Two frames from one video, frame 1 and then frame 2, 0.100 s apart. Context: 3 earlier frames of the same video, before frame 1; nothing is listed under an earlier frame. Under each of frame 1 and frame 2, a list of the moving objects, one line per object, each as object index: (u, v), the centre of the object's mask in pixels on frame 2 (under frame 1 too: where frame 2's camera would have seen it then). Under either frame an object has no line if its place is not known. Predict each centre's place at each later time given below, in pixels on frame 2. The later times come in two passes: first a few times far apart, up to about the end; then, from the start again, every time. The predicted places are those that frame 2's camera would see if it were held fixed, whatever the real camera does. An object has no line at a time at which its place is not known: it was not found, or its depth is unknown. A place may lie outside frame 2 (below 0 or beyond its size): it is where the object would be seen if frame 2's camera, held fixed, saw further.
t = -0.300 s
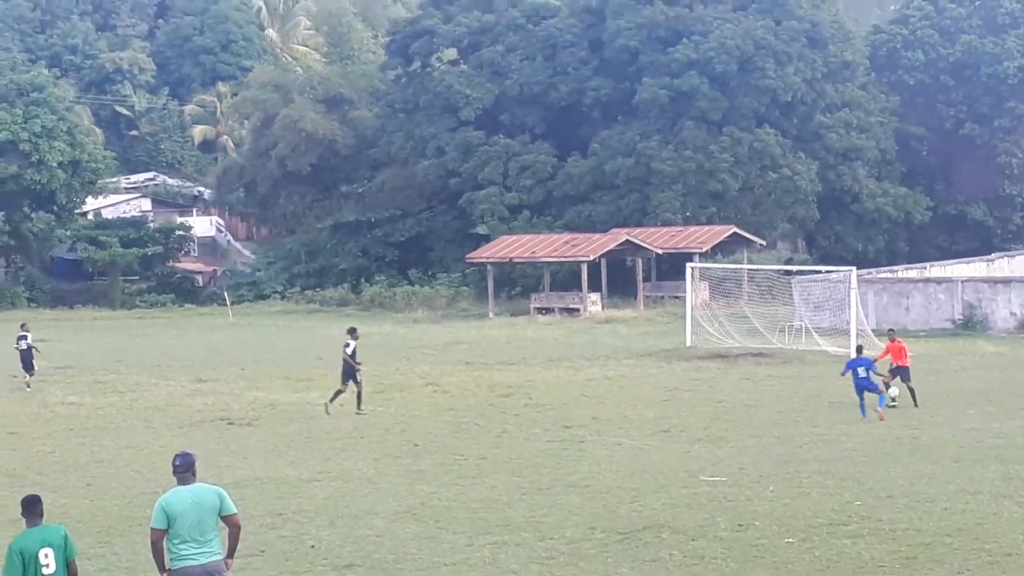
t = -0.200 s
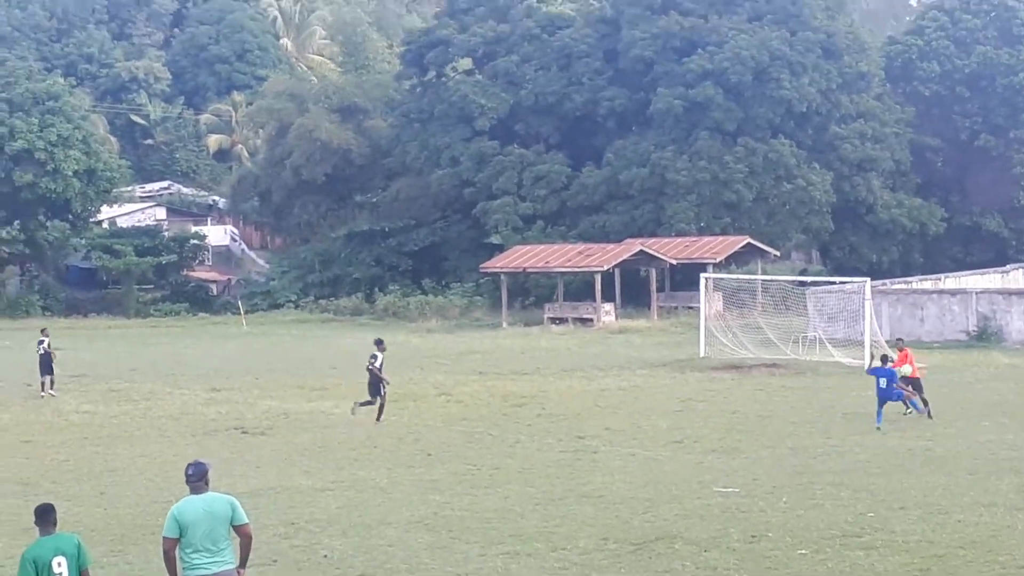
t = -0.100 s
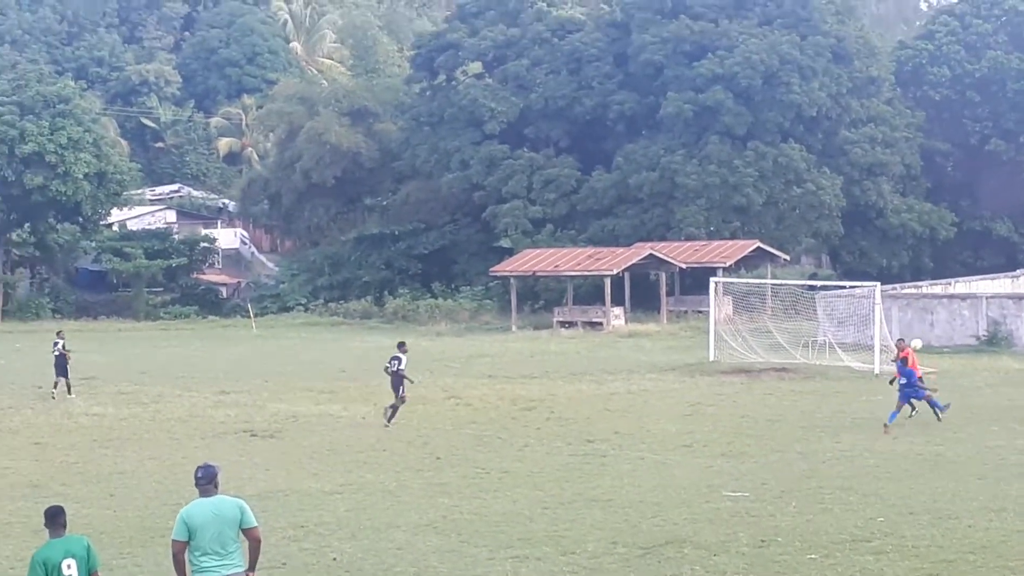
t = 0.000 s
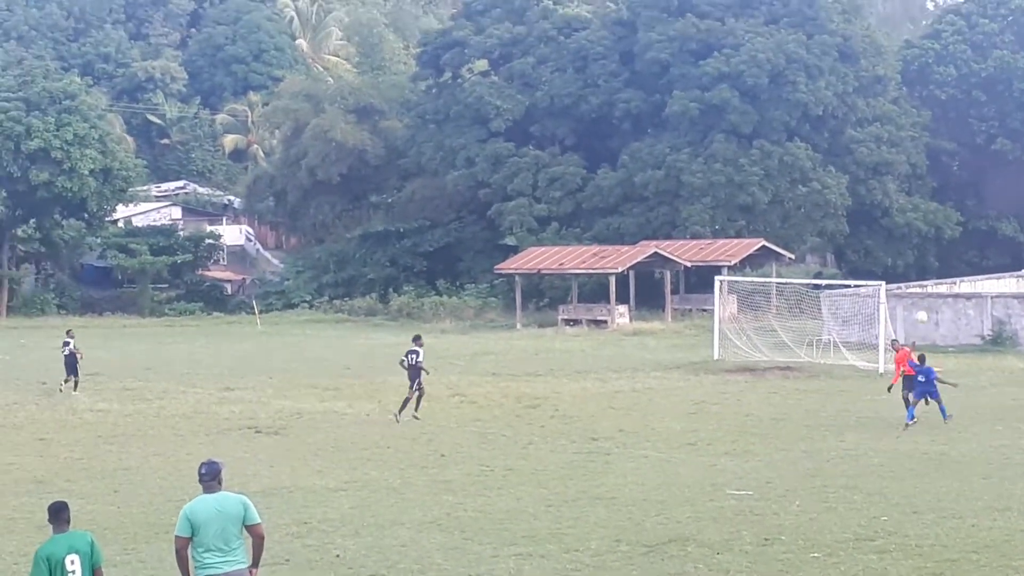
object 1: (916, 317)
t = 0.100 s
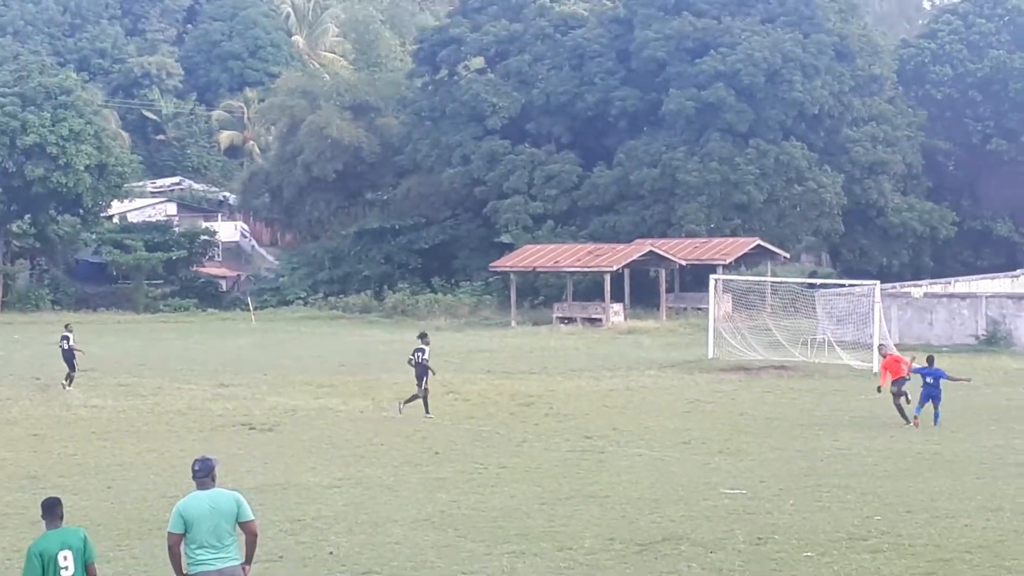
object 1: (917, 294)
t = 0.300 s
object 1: (920, 259)
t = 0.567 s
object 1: (923, 241)
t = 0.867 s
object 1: (930, 268)
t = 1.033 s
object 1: (940, 310)
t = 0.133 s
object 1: (917, 286)
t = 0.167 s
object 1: (918, 279)
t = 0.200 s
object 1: (919, 274)
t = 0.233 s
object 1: (919, 269)
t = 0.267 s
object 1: (920, 264)
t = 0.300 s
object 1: (920, 259)
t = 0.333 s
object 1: (920, 254)
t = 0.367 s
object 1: (921, 251)
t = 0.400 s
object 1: (921, 248)
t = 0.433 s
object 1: (922, 245)
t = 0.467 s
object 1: (922, 243)
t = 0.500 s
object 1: (923, 242)
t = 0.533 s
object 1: (923, 241)
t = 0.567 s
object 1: (923, 241)
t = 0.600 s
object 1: (923, 241)
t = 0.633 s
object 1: (924, 242)
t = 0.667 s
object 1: (925, 243)
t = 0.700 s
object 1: (924, 246)
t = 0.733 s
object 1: (926, 249)
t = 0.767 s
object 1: (927, 253)
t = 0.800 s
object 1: (928, 257)
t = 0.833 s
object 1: (930, 262)
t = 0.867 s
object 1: (930, 268)
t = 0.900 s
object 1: (932, 274)
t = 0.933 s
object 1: (933, 282)
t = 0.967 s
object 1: (937, 291)
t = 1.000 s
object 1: (939, 300)
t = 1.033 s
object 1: (940, 310)
